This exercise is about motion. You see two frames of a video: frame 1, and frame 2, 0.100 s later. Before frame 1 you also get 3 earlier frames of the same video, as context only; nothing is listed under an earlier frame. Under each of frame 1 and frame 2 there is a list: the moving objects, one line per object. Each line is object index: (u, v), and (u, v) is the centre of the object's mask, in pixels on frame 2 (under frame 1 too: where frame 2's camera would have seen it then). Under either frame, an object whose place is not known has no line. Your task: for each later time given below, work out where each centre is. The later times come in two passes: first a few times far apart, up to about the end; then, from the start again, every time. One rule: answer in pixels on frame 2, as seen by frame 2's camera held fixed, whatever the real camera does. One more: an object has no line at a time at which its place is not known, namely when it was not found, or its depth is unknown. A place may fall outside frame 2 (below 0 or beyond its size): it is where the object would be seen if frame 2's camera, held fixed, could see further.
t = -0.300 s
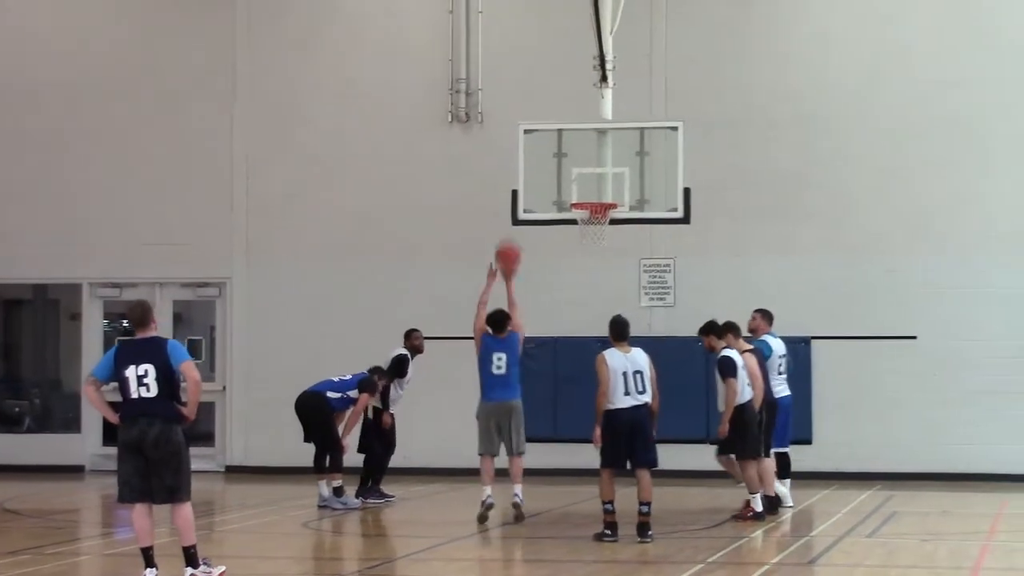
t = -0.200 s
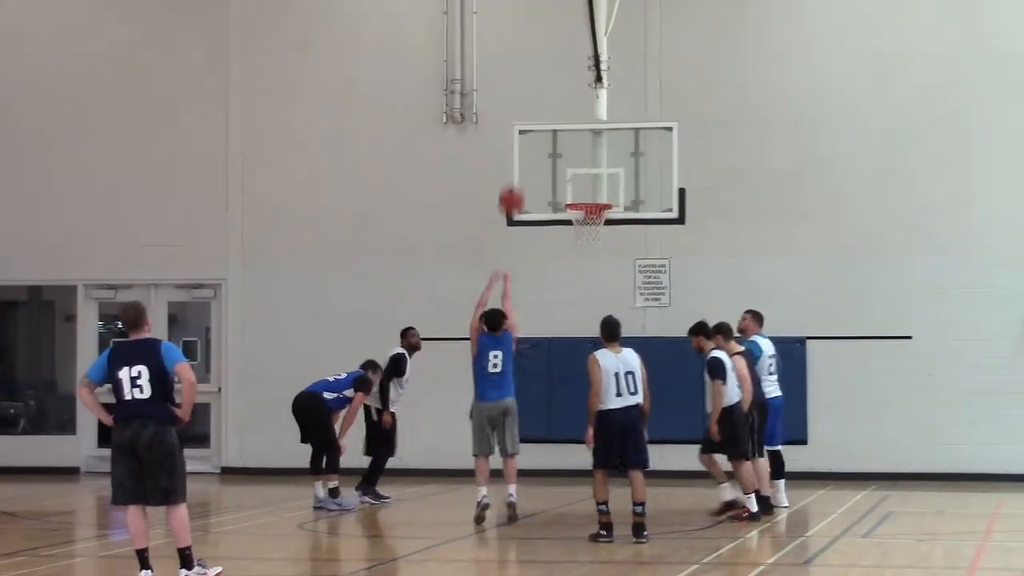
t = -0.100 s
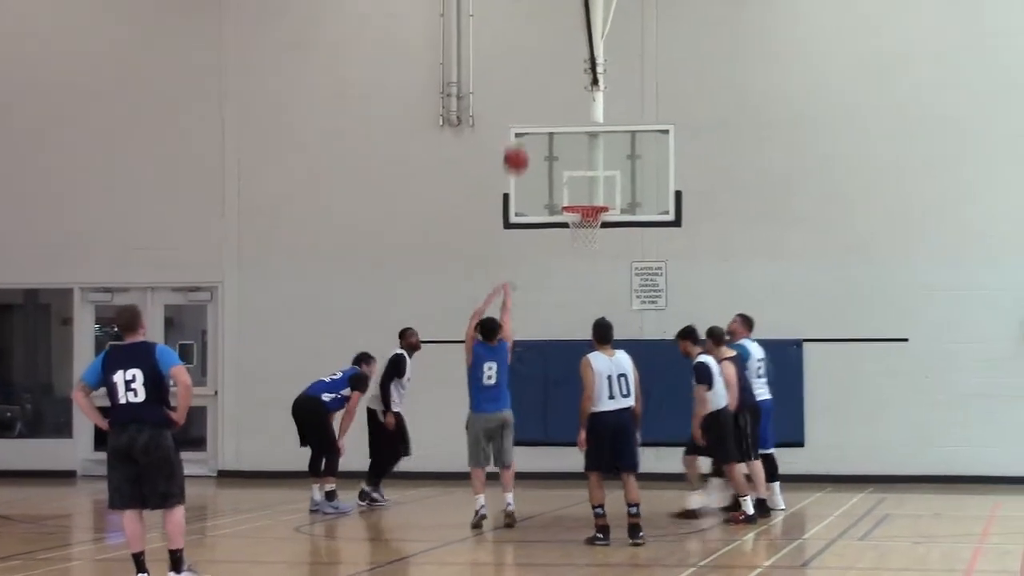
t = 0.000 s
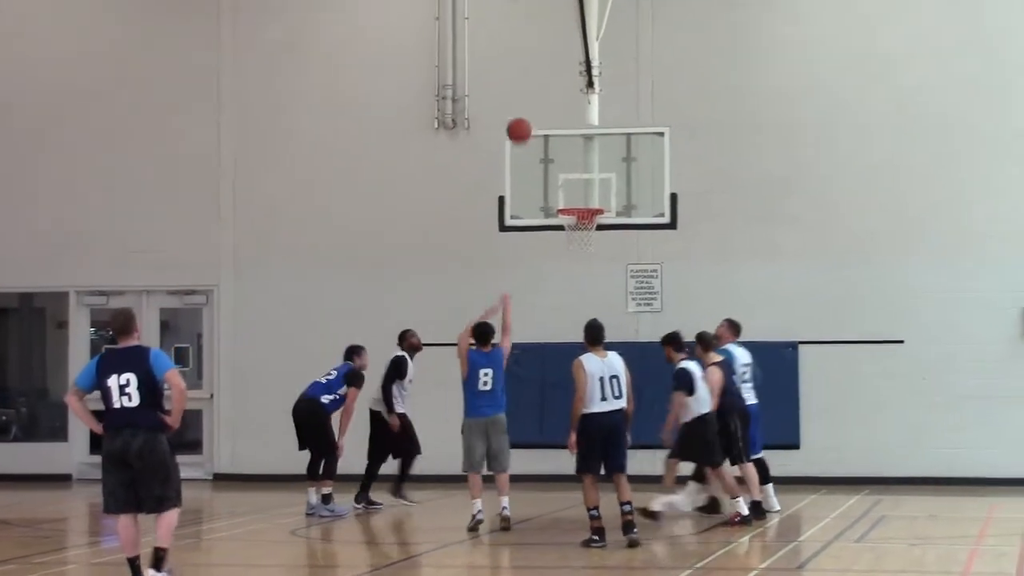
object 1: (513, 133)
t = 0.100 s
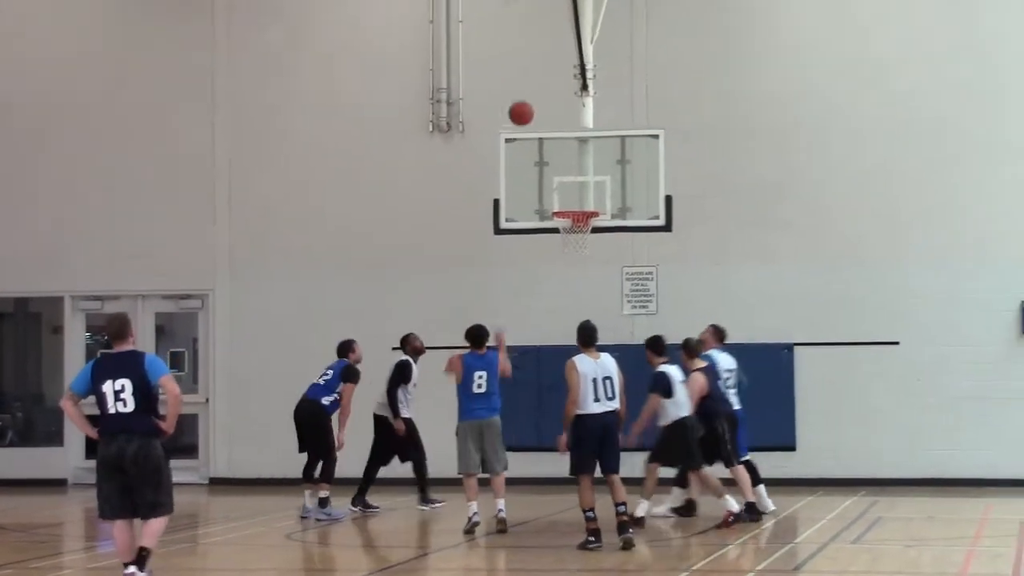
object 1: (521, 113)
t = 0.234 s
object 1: (530, 102)
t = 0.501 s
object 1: (548, 132)
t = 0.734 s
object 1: (562, 199)
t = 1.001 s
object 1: (583, 143)
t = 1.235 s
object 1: (590, 148)
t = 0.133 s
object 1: (523, 108)
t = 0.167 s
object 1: (526, 105)
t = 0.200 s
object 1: (528, 103)
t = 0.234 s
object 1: (530, 102)
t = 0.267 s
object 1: (533, 102)
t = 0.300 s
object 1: (535, 103)
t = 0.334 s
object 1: (537, 106)
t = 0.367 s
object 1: (539, 108)
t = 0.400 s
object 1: (541, 113)
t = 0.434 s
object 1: (544, 118)
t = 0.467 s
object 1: (546, 124)
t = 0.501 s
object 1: (548, 132)
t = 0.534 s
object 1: (550, 141)
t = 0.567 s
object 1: (552, 150)
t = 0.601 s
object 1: (554, 160)
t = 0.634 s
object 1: (557, 170)
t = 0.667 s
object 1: (558, 183)
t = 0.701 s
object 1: (560, 196)
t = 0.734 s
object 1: (562, 199)
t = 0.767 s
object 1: (565, 189)
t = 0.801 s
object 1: (569, 178)
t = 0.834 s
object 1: (572, 170)
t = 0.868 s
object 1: (575, 162)
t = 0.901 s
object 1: (575, 157)
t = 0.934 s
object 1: (577, 152)
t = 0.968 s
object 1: (579, 147)
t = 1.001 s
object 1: (583, 143)
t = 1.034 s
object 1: (583, 141)
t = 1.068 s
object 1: (584, 140)
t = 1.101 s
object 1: (586, 140)
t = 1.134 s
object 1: (588, 141)
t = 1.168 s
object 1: (589, 143)
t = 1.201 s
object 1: (589, 145)
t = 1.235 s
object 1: (590, 148)
